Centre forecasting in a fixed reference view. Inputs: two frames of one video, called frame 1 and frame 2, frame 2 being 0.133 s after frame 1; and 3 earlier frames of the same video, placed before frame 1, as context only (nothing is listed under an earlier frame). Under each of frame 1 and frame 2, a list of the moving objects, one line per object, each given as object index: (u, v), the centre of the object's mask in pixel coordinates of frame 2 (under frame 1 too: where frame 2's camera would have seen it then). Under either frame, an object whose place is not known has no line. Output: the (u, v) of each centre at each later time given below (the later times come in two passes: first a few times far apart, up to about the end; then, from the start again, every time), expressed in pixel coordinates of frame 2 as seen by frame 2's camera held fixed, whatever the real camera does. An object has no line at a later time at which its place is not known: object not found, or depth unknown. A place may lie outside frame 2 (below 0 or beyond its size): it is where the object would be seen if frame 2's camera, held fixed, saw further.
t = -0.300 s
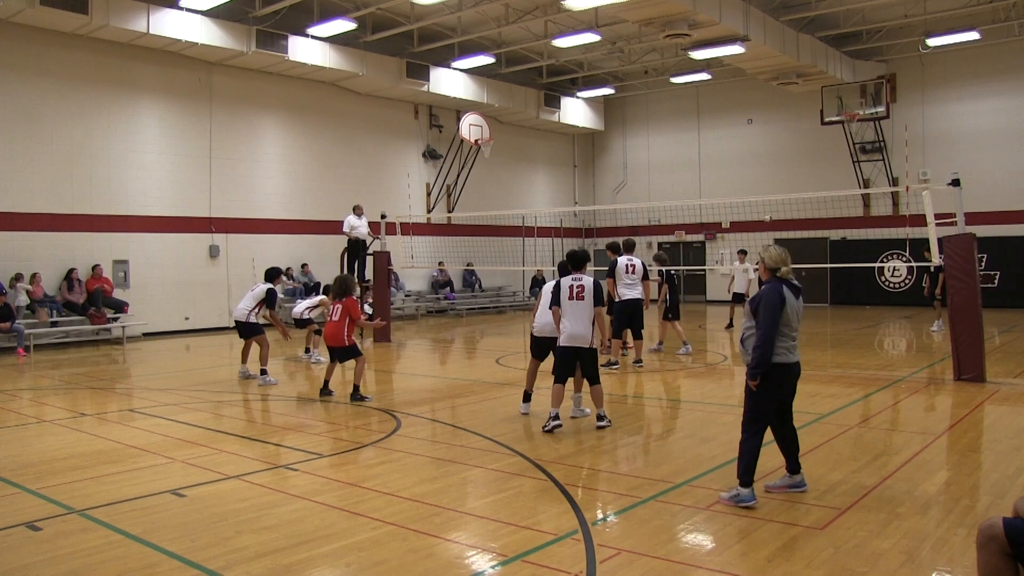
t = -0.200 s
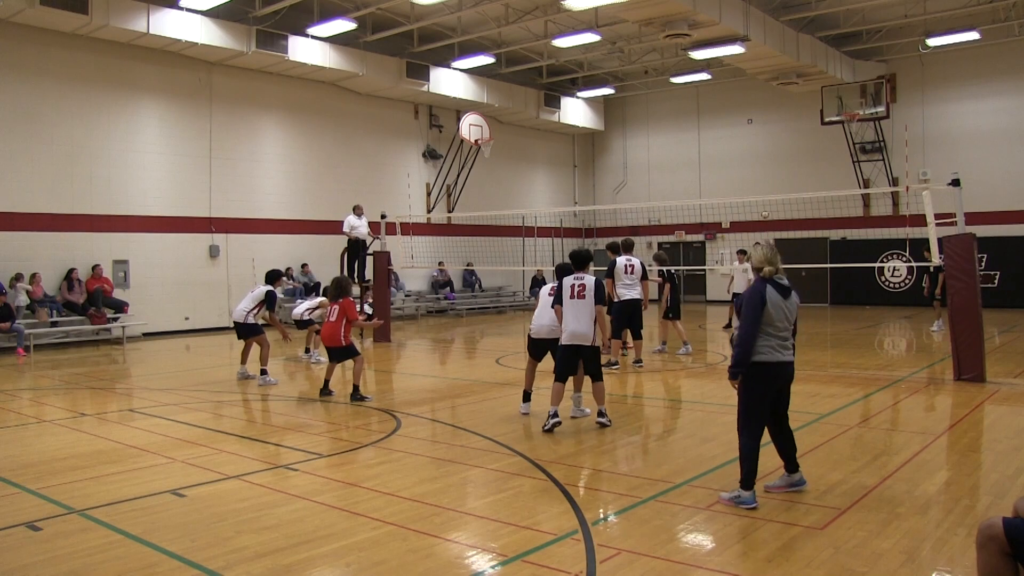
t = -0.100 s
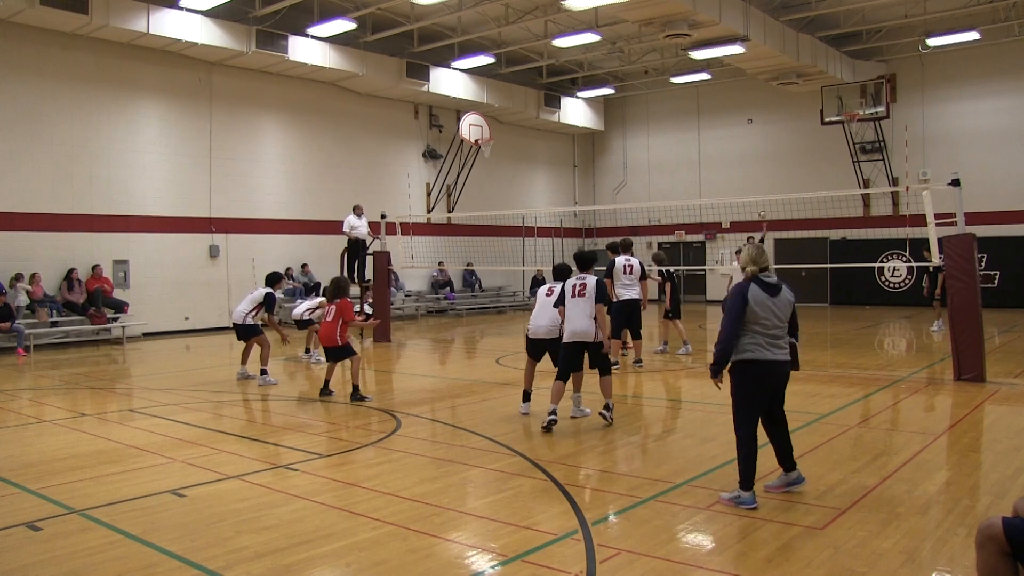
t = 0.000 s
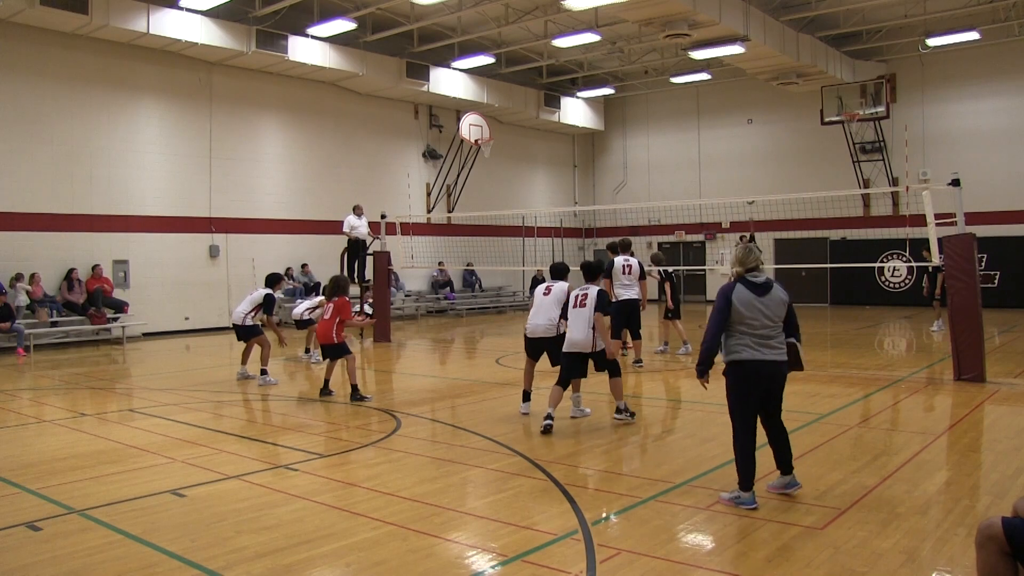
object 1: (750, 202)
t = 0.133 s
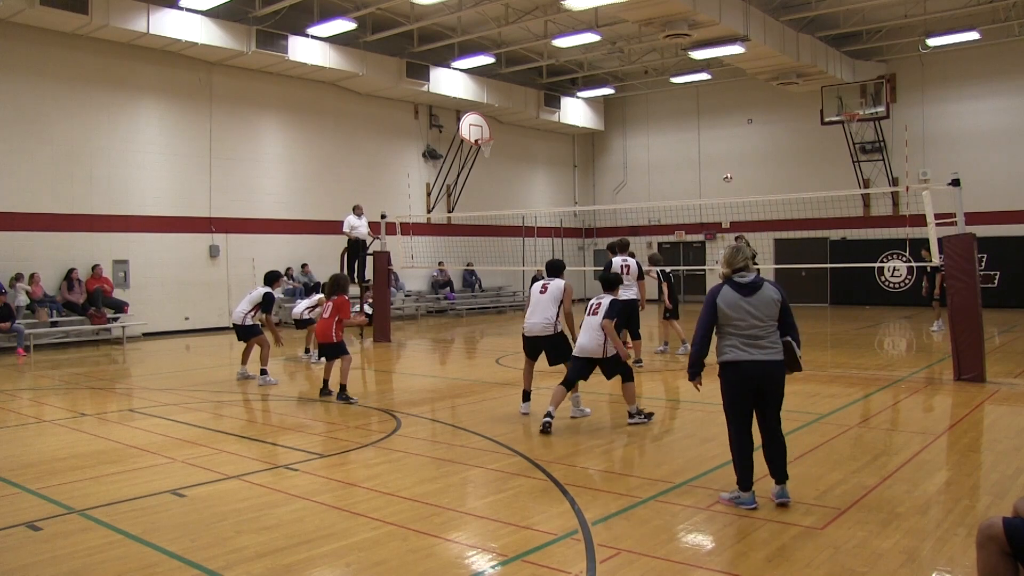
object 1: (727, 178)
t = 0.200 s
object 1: (715, 168)
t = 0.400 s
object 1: (673, 151)
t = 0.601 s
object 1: (624, 148)
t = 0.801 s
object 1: (567, 168)
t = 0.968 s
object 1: (510, 208)
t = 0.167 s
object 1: (721, 173)
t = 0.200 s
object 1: (715, 168)
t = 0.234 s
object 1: (708, 164)
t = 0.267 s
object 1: (701, 161)
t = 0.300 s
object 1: (695, 158)
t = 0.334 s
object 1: (688, 155)
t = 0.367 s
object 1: (681, 153)
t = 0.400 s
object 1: (673, 151)
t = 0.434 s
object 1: (666, 149)
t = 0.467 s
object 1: (658, 148)
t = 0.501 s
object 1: (649, 148)
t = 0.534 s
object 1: (641, 147)
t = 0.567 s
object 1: (632, 148)
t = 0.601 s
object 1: (624, 148)
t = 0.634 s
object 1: (615, 150)
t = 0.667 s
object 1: (606, 152)
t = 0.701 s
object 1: (597, 155)
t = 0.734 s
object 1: (587, 159)
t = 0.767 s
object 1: (578, 163)
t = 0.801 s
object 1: (567, 168)
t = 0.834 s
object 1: (557, 175)
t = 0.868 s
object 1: (545, 181)
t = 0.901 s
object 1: (534, 190)
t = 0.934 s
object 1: (523, 199)
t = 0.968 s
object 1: (510, 208)
